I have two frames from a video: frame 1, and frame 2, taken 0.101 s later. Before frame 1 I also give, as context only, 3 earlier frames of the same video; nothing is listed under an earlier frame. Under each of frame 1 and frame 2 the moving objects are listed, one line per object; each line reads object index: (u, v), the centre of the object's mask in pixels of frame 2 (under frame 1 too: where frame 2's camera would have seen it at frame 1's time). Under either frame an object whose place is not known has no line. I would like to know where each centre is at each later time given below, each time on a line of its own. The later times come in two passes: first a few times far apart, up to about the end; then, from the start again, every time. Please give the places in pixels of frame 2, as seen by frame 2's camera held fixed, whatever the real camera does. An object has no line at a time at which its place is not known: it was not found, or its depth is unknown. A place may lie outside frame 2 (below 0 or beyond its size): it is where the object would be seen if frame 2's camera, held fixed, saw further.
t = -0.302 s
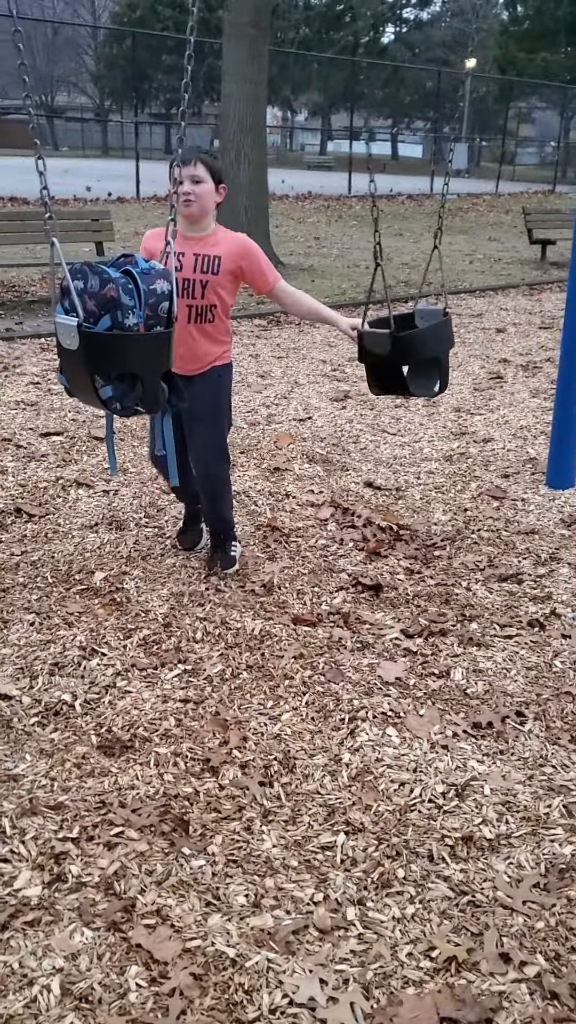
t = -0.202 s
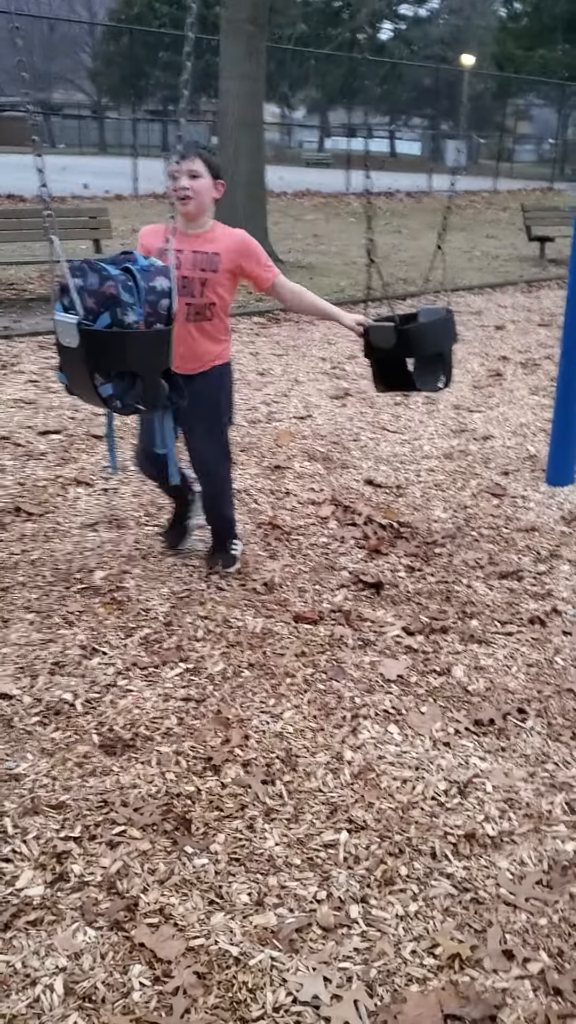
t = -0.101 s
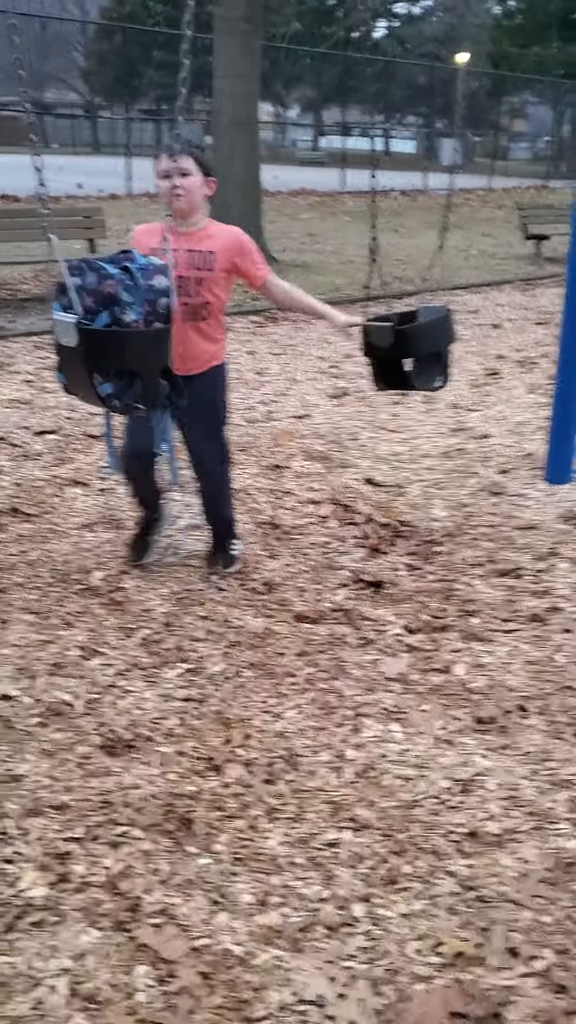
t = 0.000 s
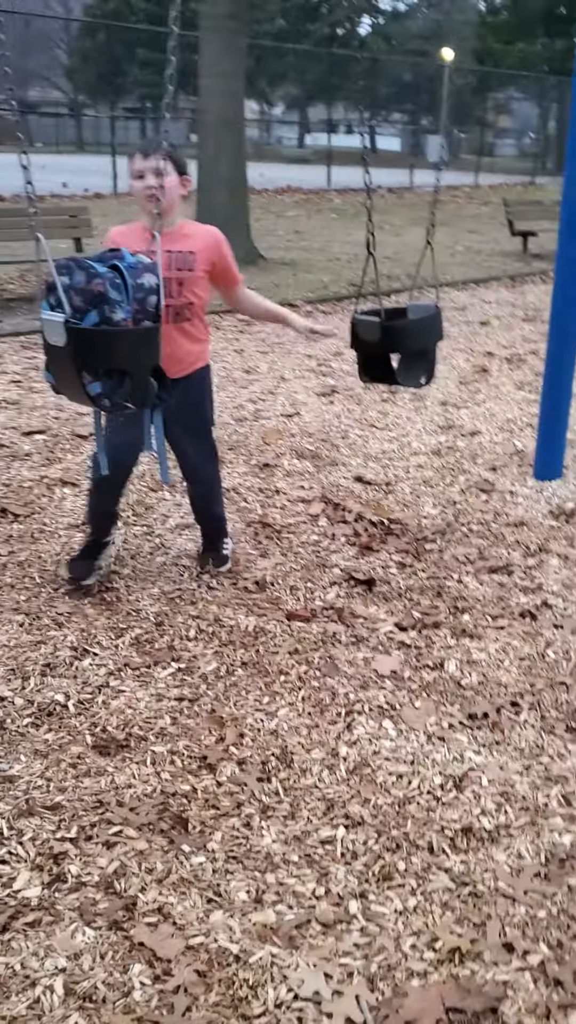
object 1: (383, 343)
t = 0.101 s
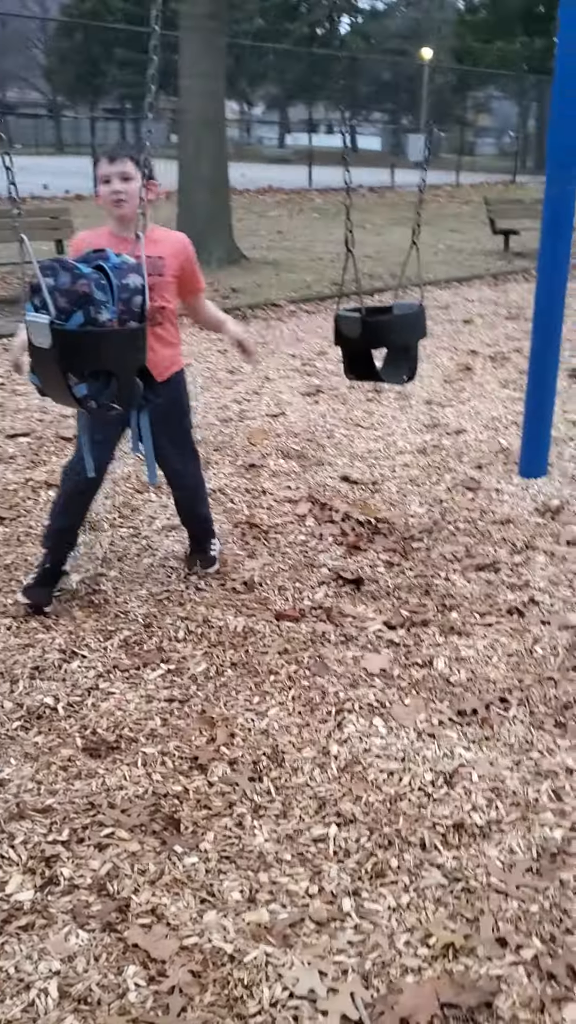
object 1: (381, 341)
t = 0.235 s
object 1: (379, 338)
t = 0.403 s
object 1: (375, 332)
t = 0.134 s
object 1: (381, 341)
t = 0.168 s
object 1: (380, 340)
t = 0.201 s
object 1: (380, 339)
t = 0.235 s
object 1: (379, 338)
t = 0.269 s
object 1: (378, 336)
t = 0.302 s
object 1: (377, 336)
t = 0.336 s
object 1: (376, 334)
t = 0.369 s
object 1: (376, 333)
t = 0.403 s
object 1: (375, 332)
